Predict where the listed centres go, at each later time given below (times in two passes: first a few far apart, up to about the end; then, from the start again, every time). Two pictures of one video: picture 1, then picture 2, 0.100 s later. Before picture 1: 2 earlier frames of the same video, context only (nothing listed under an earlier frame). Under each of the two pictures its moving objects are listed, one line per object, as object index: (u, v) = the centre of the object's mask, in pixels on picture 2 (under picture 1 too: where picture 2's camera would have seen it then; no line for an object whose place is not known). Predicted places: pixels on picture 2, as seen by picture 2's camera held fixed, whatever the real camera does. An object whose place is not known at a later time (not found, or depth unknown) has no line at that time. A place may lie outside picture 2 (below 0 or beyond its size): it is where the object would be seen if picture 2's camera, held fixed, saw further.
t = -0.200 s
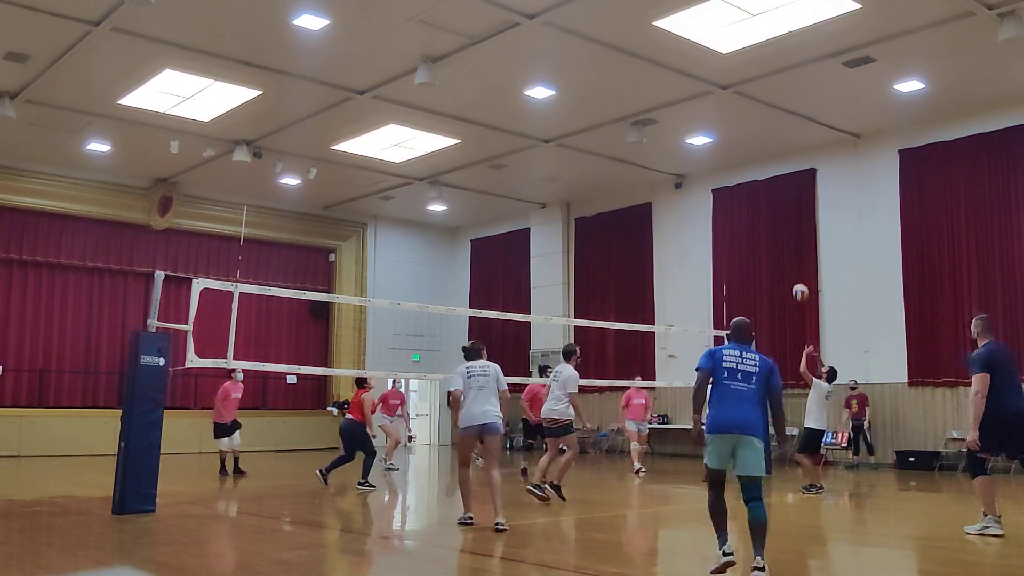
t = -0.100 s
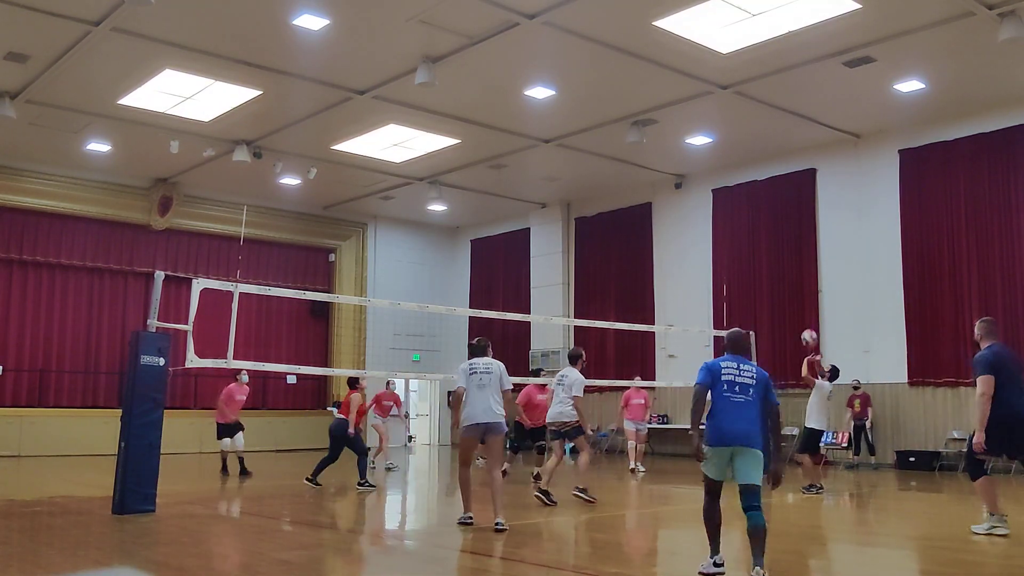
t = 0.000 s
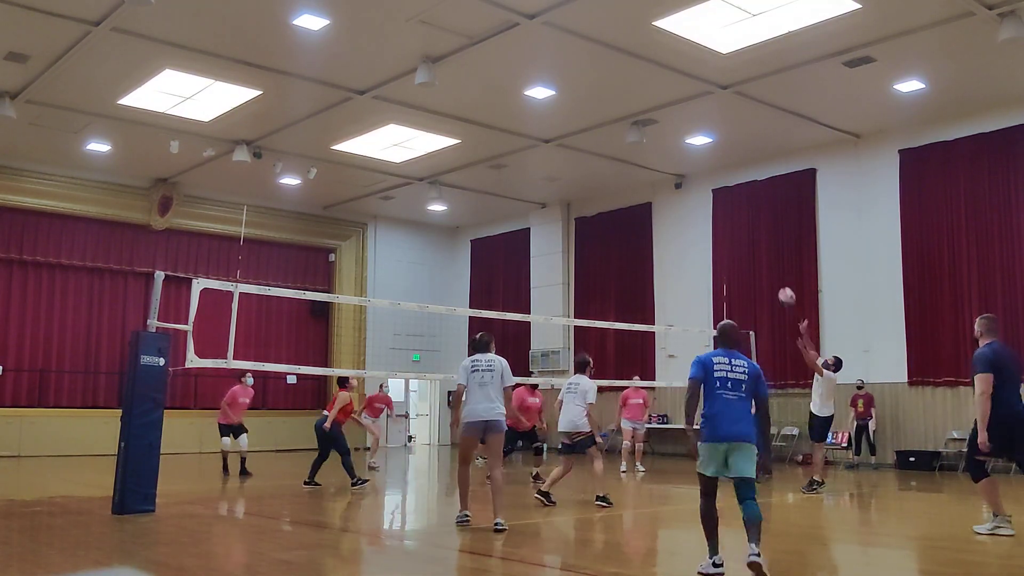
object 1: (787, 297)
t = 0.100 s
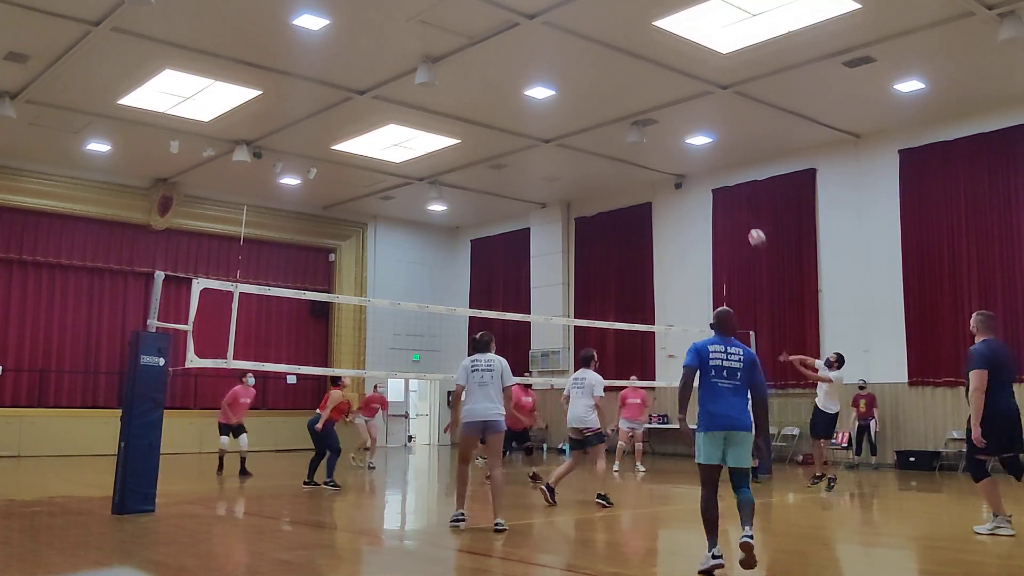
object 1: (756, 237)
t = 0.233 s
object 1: (717, 169)
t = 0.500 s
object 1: (639, 72)
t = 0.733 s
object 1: (570, 30)
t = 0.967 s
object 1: (499, 30)
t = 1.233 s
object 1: (416, 83)
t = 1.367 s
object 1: (373, 133)
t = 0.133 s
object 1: (746, 219)
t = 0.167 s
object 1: (736, 202)
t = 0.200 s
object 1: (726, 185)
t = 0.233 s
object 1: (717, 169)
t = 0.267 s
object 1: (708, 154)
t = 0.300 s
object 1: (698, 140)
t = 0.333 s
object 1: (688, 126)
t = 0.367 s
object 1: (679, 114)
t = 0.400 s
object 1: (669, 102)
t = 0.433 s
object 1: (659, 91)
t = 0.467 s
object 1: (649, 81)
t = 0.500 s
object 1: (639, 72)
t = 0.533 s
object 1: (630, 64)
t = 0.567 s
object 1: (620, 57)
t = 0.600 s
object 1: (610, 50)
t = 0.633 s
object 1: (600, 44)
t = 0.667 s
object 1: (590, 38)
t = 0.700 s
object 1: (580, 34)
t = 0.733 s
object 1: (570, 30)
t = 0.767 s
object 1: (560, 28)
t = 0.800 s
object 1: (551, 26)
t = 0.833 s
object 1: (540, 25)
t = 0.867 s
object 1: (529, 25)
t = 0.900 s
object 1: (519, 26)
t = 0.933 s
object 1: (509, 28)
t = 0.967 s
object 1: (499, 30)
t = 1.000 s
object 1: (489, 34)
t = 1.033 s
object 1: (479, 38)
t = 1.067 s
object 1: (469, 43)
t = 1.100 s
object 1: (458, 49)
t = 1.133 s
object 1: (448, 56)
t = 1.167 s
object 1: (437, 64)
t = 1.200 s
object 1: (427, 73)
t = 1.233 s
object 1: (416, 83)
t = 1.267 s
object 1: (405, 94)
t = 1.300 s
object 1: (395, 106)
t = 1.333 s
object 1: (384, 118)
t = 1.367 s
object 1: (373, 133)
